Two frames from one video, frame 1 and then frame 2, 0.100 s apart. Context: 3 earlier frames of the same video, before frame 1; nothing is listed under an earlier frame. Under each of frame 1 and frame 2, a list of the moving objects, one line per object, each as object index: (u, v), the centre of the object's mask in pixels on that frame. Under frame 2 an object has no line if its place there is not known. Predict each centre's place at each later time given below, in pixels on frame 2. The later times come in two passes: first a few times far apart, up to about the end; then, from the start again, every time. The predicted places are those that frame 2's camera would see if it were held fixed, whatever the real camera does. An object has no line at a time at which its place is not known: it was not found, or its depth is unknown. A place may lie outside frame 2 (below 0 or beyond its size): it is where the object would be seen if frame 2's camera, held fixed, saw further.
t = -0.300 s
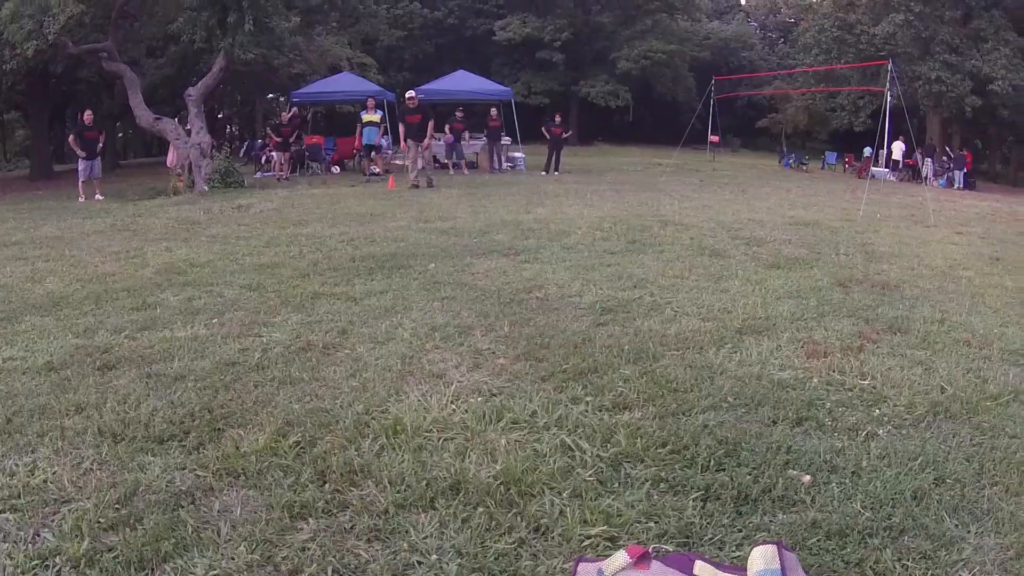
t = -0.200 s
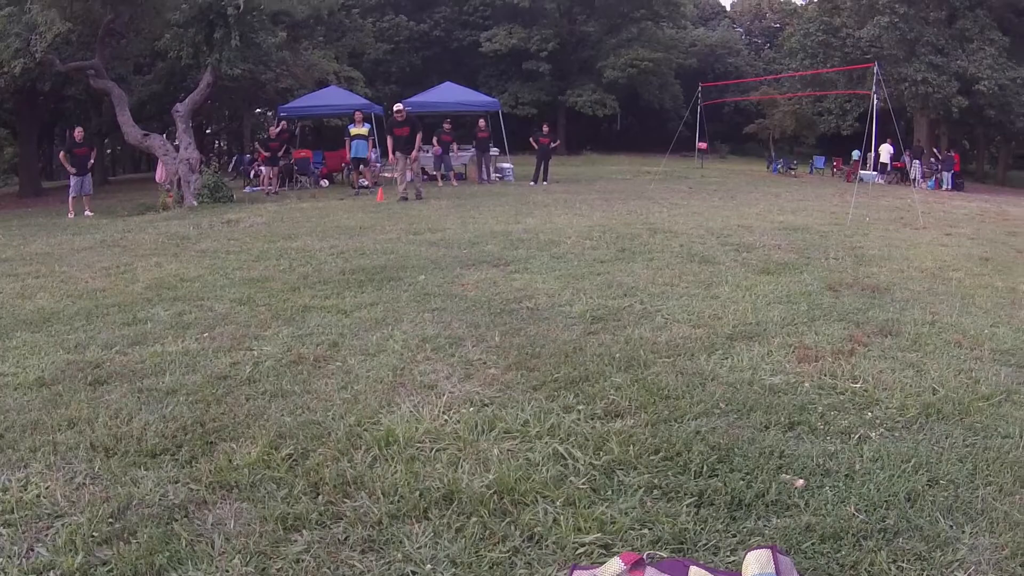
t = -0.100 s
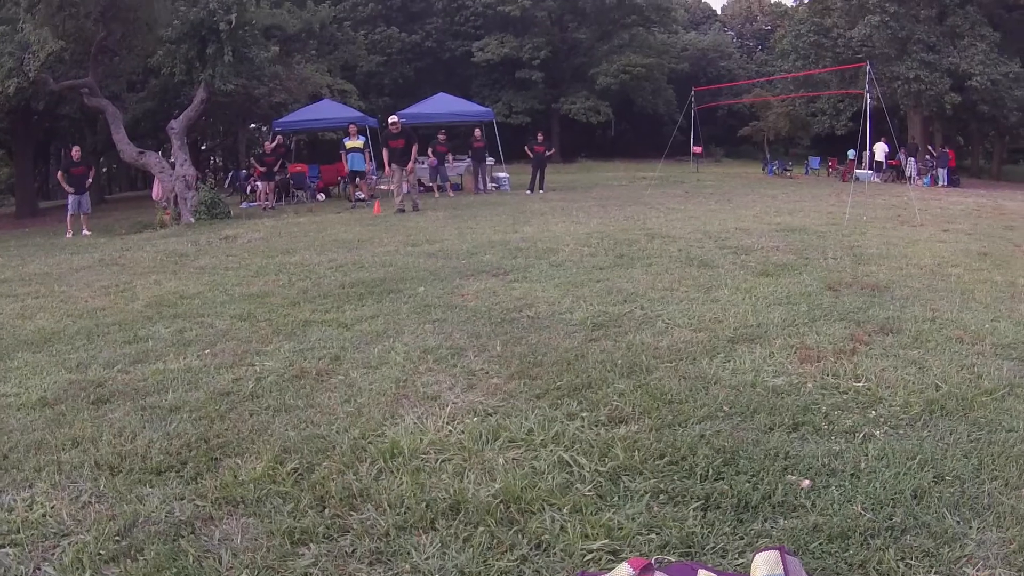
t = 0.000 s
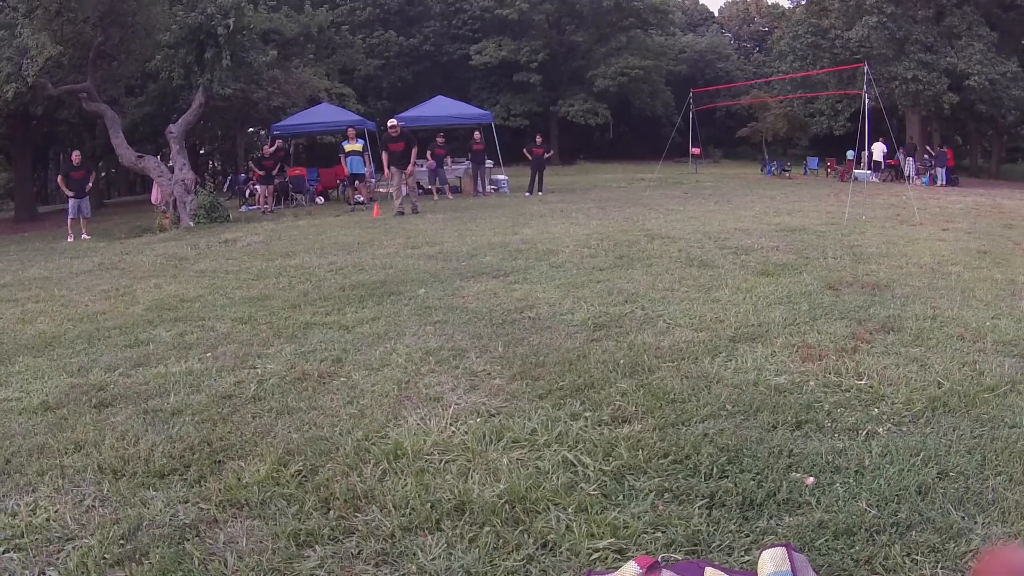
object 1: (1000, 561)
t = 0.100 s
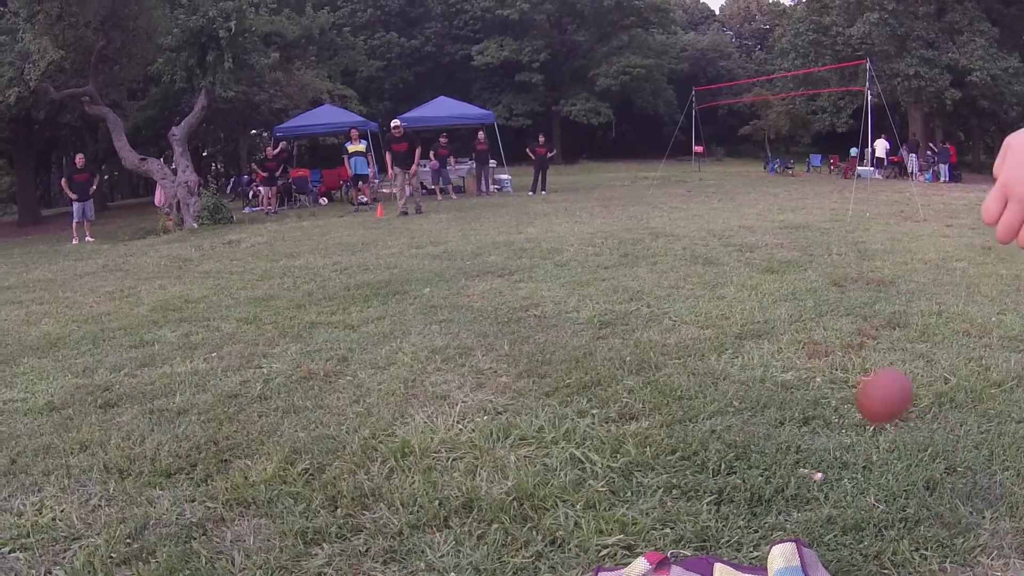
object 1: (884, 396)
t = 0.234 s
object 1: (755, 286)
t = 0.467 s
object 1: (633, 279)
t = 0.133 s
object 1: (848, 359)
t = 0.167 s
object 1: (812, 326)
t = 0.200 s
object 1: (781, 304)
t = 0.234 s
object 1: (755, 286)
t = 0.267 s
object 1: (730, 276)
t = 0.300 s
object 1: (710, 268)
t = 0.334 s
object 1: (691, 266)
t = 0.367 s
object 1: (675, 265)
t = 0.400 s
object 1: (659, 267)
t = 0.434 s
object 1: (646, 273)
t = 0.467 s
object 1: (633, 279)
